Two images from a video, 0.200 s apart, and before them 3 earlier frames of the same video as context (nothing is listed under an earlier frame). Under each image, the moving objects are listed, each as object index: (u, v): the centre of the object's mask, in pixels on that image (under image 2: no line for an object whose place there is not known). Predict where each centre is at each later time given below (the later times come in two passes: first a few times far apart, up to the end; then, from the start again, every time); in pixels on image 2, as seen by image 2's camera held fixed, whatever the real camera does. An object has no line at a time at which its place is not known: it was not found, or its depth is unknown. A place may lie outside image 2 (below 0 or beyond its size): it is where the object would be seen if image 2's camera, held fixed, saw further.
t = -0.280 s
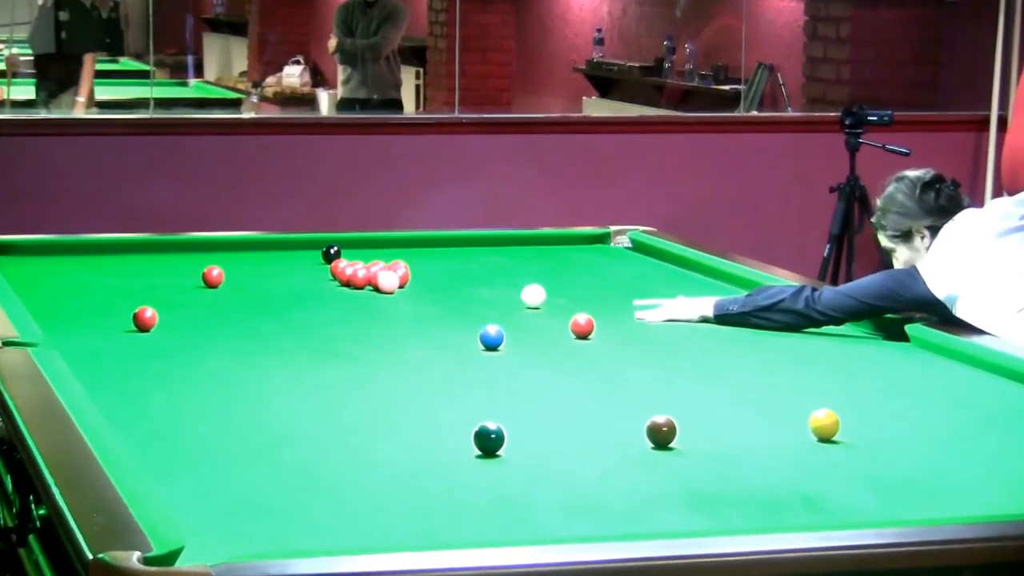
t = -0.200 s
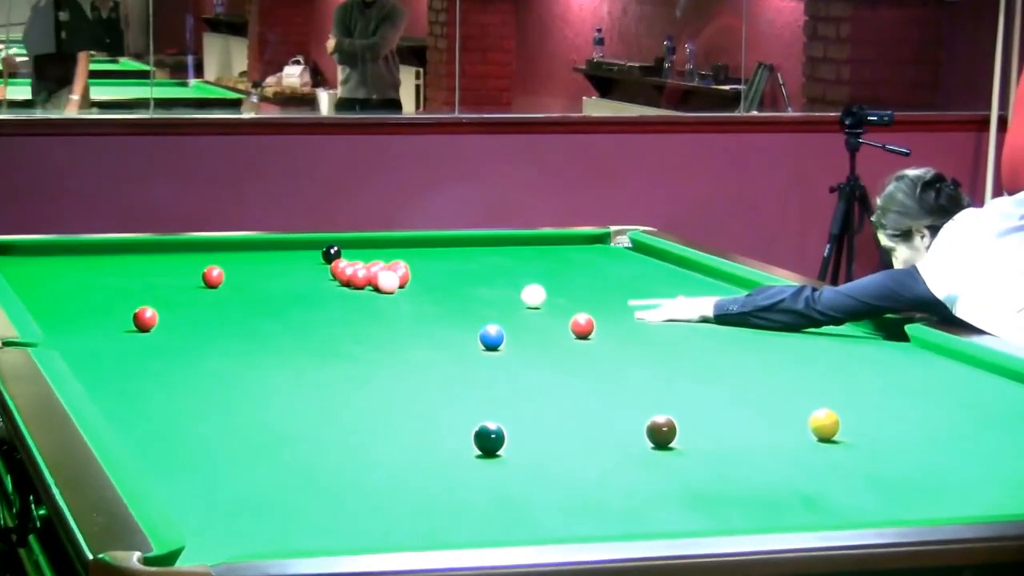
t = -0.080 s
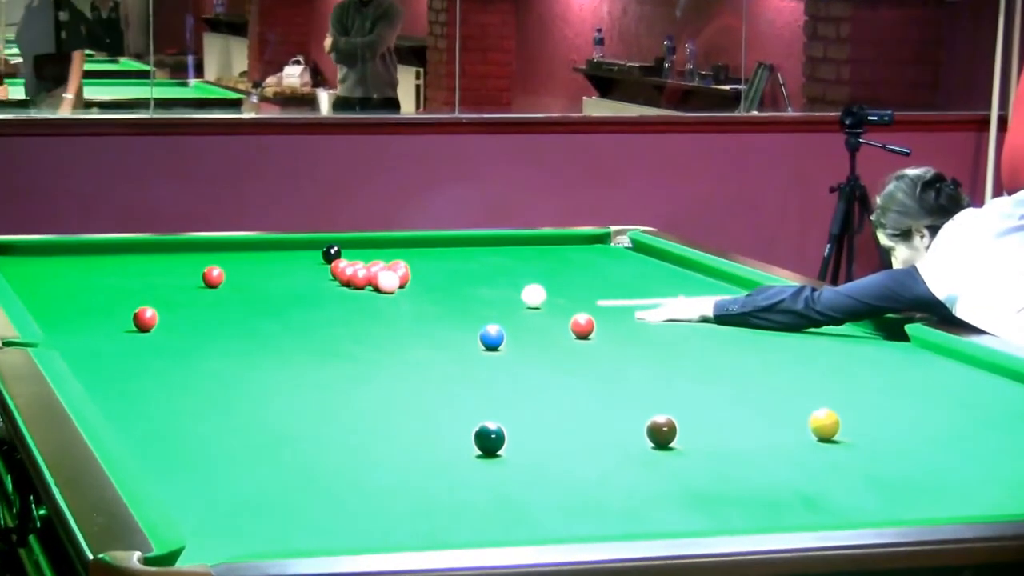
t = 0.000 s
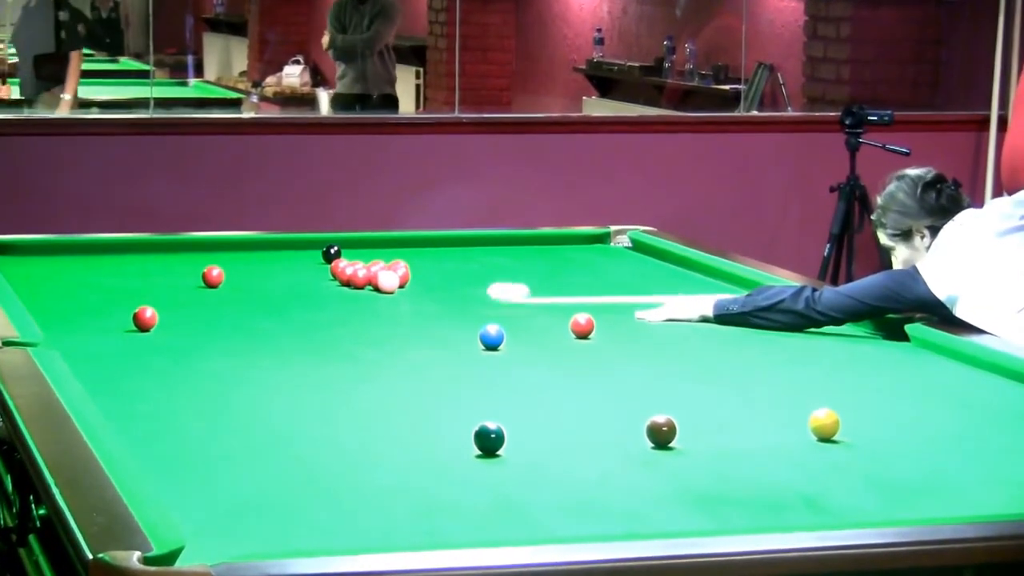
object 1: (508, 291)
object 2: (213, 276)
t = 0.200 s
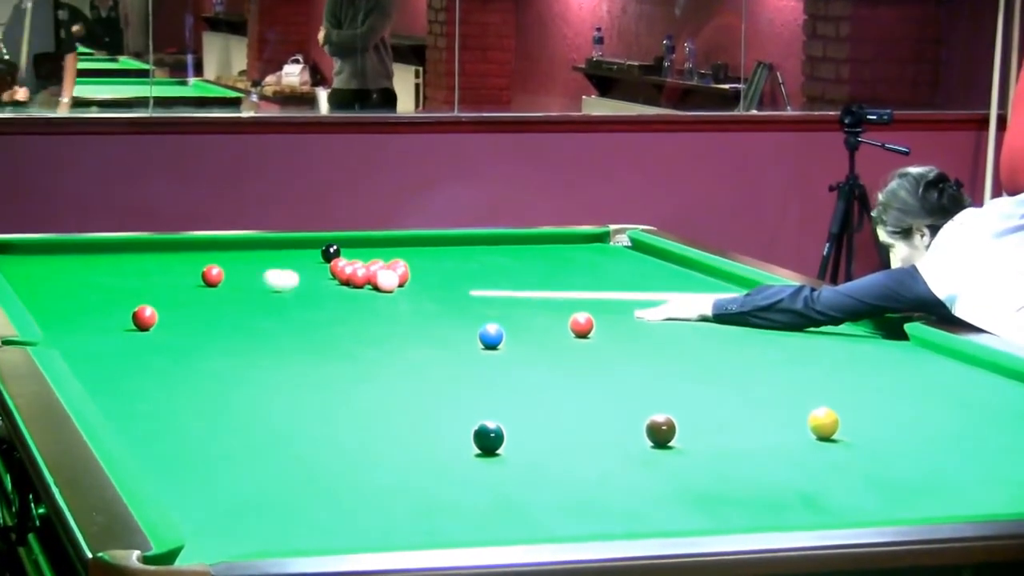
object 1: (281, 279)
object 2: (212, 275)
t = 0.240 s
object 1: (242, 277)
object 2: (212, 275)
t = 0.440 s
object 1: (186, 281)
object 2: (115, 261)
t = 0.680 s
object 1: (163, 288)
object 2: (18, 249)
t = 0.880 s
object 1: (144, 292)
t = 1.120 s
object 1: (120, 300)
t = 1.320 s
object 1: (101, 305)
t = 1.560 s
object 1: (78, 312)
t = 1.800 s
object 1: (55, 318)
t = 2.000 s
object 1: (51, 322)
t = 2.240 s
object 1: (68, 326)
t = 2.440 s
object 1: (81, 329)
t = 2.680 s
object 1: (95, 333)
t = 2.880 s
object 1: (107, 335)
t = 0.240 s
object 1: (242, 277)
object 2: (212, 275)
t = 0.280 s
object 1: (220, 277)
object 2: (197, 272)
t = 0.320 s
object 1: (209, 278)
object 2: (175, 269)
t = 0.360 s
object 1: (200, 279)
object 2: (154, 266)
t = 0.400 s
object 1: (192, 280)
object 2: (133, 264)
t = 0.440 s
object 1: (186, 281)
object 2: (115, 261)
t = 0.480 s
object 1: (182, 283)
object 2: (98, 259)
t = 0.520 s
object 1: (178, 284)
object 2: (81, 256)
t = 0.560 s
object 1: (174, 285)
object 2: (65, 254)
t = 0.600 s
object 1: (171, 286)
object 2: (49, 252)
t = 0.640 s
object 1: (167, 287)
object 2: (33, 250)
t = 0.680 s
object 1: (163, 288)
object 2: (18, 249)
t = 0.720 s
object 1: (159, 289)
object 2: (6, 247)
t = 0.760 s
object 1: (155, 290)
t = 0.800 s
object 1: (151, 291)
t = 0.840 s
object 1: (148, 292)
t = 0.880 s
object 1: (144, 292)
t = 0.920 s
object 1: (140, 293)
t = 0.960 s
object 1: (136, 294)
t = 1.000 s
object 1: (132, 296)
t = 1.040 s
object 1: (128, 298)
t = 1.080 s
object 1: (124, 299)
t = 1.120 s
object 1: (120, 300)
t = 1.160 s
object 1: (116, 301)
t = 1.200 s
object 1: (112, 302)
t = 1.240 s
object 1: (109, 303)
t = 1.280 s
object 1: (105, 304)
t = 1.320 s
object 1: (101, 305)
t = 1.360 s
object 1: (97, 306)
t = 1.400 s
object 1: (93, 307)
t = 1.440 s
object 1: (89, 308)
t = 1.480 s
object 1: (86, 310)
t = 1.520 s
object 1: (82, 310)
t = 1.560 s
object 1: (78, 312)
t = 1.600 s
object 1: (74, 313)
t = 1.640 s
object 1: (70, 314)
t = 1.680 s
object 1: (66, 315)
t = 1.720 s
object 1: (63, 316)
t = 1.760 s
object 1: (58, 317)
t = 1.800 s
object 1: (55, 318)
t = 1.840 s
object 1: (51, 319)
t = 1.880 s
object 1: (48, 320)
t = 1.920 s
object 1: (46, 321)
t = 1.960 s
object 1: (49, 322)
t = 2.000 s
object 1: (51, 322)
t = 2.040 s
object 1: (54, 323)
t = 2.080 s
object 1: (56, 324)
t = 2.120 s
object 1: (59, 325)
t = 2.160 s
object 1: (62, 325)
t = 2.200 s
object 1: (65, 326)
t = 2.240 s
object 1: (68, 326)
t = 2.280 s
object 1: (70, 327)
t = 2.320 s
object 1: (73, 328)
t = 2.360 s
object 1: (76, 328)
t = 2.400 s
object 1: (78, 329)
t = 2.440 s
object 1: (81, 329)
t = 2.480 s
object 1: (83, 330)
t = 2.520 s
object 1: (86, 331)
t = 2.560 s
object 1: (88, 331)
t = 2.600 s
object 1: (90, 332)
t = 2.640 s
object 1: (93, 332)
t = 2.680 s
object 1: (95, 333)
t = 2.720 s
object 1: (98, 333)
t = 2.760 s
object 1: (100, 334)
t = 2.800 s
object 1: (102, 334)
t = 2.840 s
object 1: (105, 335)
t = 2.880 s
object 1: (107, 335)
